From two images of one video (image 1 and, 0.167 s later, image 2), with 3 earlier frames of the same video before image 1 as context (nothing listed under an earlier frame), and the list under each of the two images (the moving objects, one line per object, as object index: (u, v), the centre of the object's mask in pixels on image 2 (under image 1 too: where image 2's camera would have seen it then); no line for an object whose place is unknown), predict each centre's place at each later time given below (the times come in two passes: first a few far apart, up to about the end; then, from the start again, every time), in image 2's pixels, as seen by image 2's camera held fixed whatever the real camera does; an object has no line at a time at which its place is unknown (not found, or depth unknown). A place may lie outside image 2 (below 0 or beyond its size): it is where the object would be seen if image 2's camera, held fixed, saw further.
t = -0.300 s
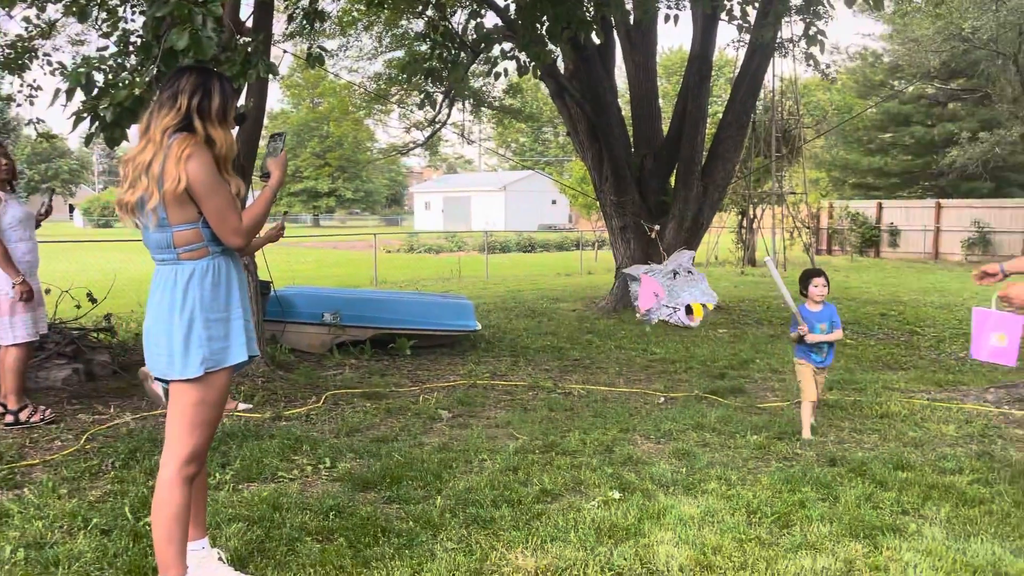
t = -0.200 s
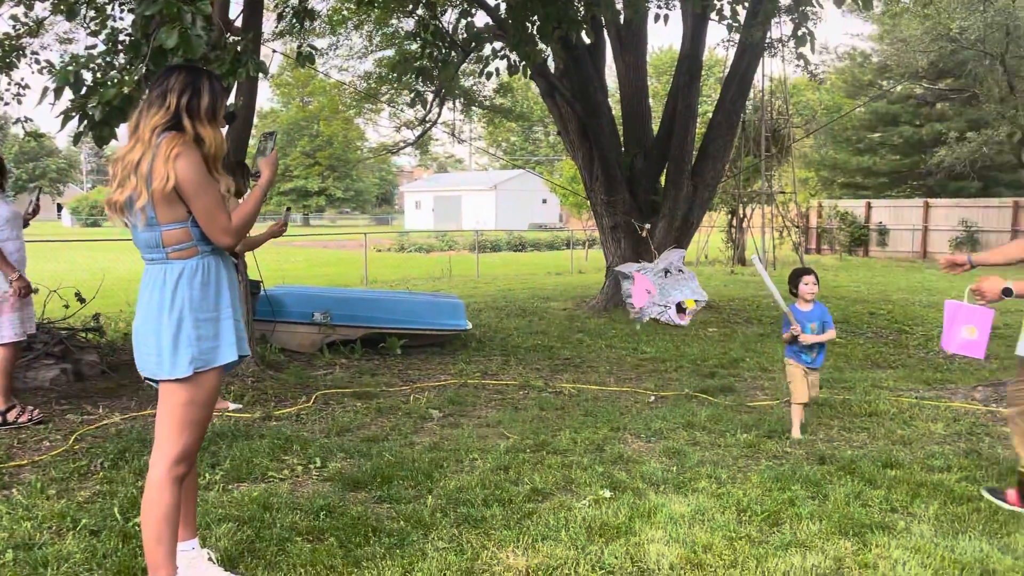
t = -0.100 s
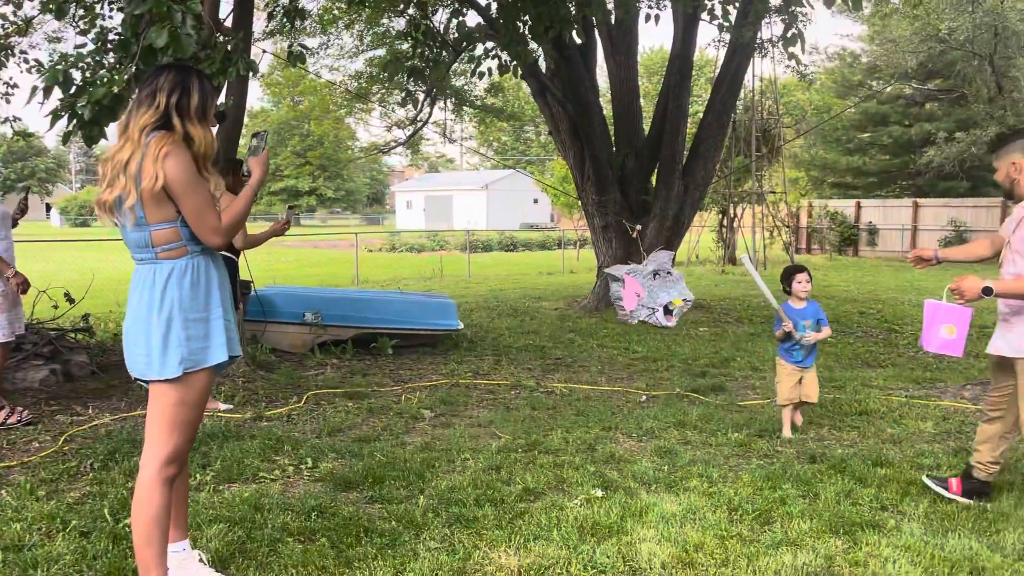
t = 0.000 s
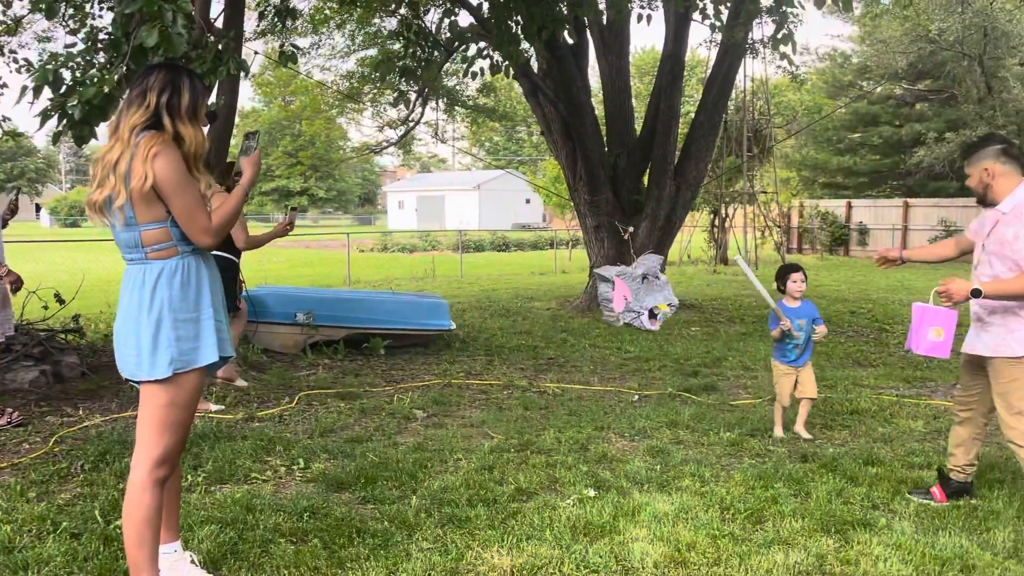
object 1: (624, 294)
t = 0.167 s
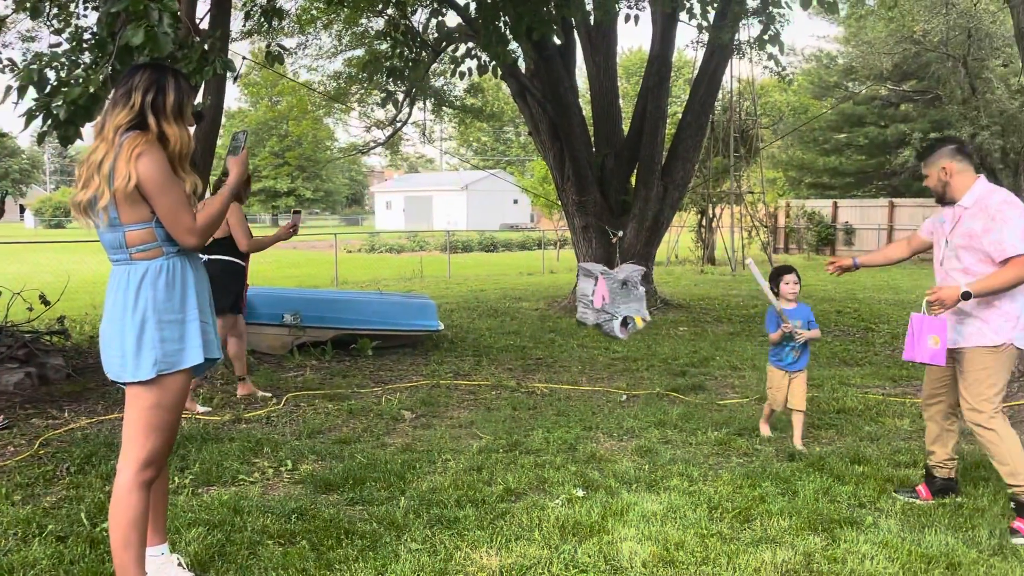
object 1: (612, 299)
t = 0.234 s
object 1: (607, 300)
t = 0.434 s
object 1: (594, 300)
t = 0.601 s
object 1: (592, 299)
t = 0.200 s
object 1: (609, 299)
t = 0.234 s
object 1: (607, 300)
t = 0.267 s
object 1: (605, 300)
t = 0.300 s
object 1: (602, 301)
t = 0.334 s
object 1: (600, 301)
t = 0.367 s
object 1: (598, 301)
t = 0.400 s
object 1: (596, 301)
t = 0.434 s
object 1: (594, 300)
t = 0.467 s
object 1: (593, 300)
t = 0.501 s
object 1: (592, 299)
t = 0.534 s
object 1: (592, 299)
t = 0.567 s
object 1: (592, 299)
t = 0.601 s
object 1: (592, 299)
